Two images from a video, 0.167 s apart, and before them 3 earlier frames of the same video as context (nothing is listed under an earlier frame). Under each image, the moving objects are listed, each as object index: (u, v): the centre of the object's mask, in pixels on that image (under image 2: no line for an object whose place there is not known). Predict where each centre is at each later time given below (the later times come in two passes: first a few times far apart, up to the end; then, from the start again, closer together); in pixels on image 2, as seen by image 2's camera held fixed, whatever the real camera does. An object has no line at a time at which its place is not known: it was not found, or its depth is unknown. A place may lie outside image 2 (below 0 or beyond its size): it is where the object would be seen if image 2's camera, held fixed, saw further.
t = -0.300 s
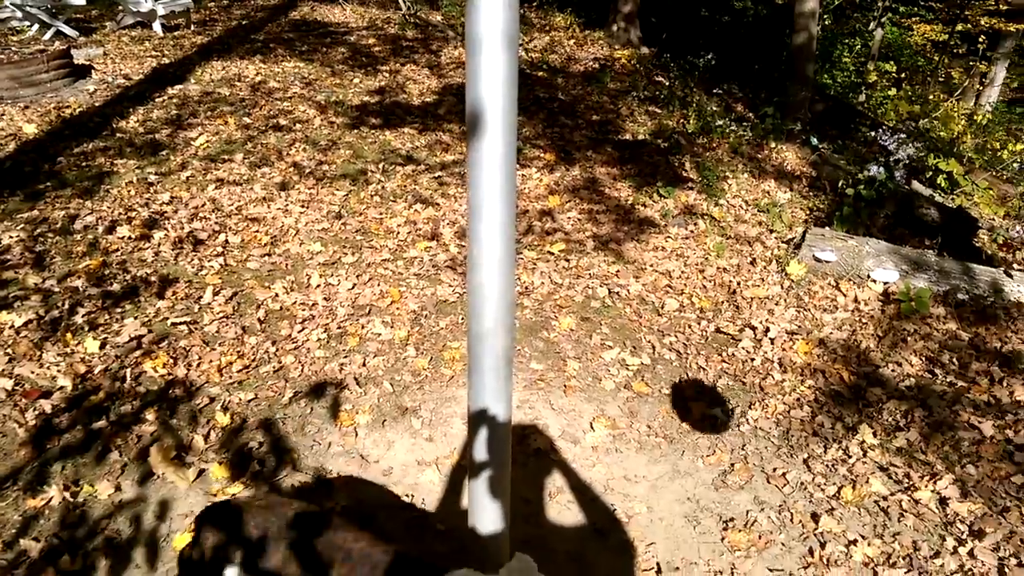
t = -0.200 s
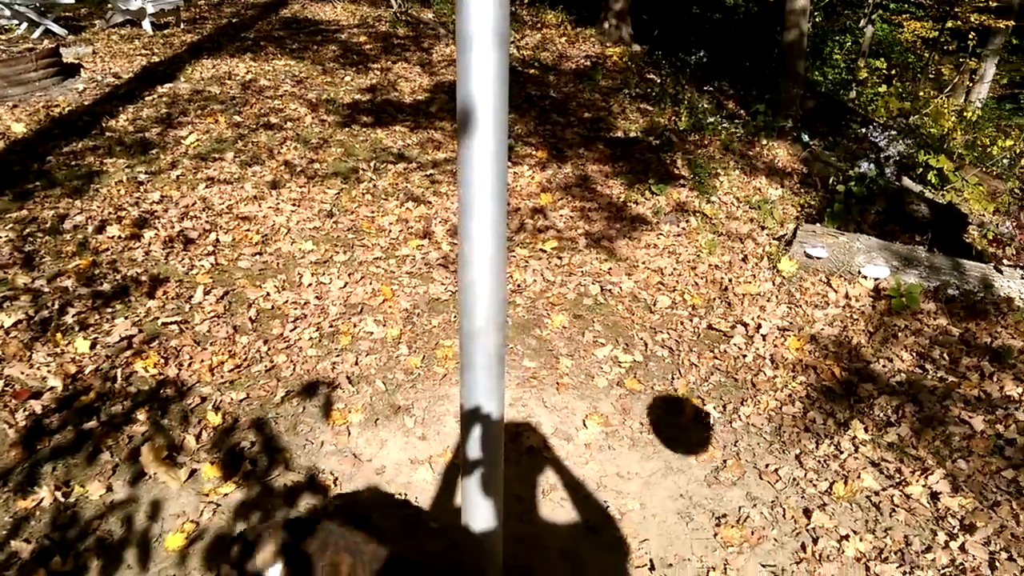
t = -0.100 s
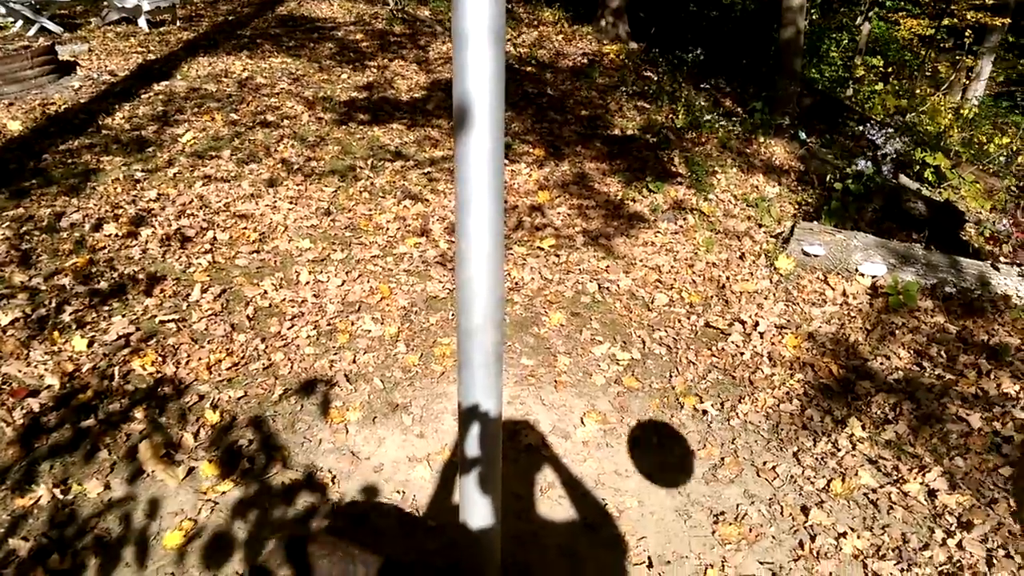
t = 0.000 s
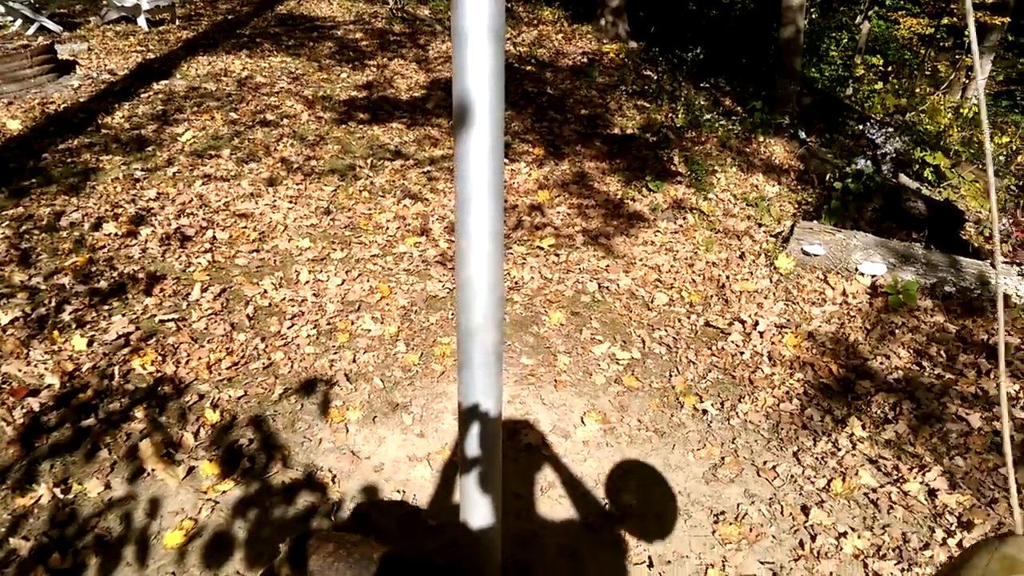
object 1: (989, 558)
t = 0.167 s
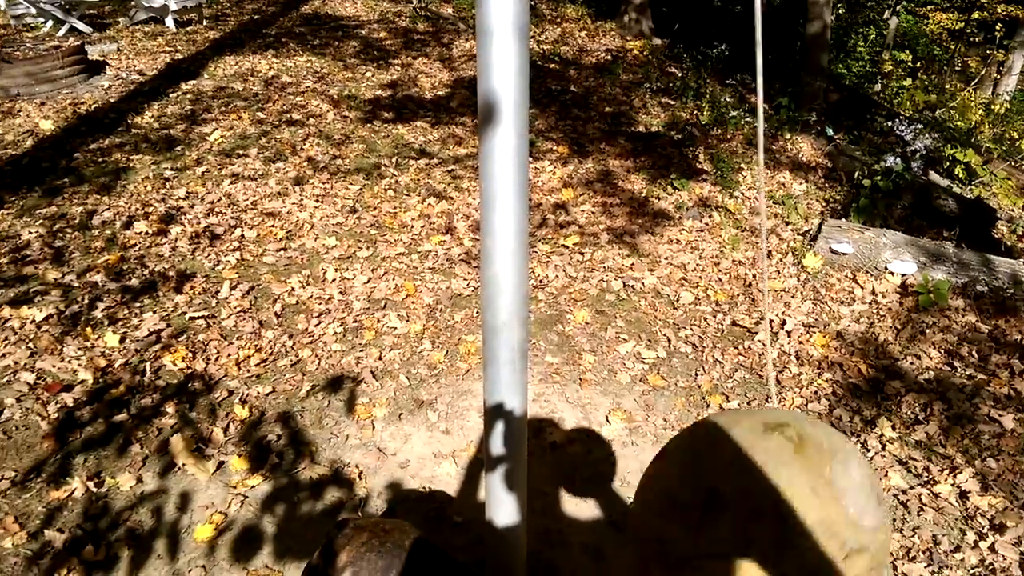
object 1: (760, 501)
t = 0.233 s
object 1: (638, 498)
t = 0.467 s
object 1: (375, 482)
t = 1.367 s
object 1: (413, 151)
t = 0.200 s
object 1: (697, 498)
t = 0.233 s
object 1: (638, 498)
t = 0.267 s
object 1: (584, 504)
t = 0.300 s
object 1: (537, 509)
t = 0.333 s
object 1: (492, 510)
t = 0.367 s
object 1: (454, 513)
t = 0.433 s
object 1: (398, 512)
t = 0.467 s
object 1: (375, 482)
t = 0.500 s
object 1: (356, 453)
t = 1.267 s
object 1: (382, 153)
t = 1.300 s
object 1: (391, 151)
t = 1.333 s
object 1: (401, 149)
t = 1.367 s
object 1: (413, 151)
